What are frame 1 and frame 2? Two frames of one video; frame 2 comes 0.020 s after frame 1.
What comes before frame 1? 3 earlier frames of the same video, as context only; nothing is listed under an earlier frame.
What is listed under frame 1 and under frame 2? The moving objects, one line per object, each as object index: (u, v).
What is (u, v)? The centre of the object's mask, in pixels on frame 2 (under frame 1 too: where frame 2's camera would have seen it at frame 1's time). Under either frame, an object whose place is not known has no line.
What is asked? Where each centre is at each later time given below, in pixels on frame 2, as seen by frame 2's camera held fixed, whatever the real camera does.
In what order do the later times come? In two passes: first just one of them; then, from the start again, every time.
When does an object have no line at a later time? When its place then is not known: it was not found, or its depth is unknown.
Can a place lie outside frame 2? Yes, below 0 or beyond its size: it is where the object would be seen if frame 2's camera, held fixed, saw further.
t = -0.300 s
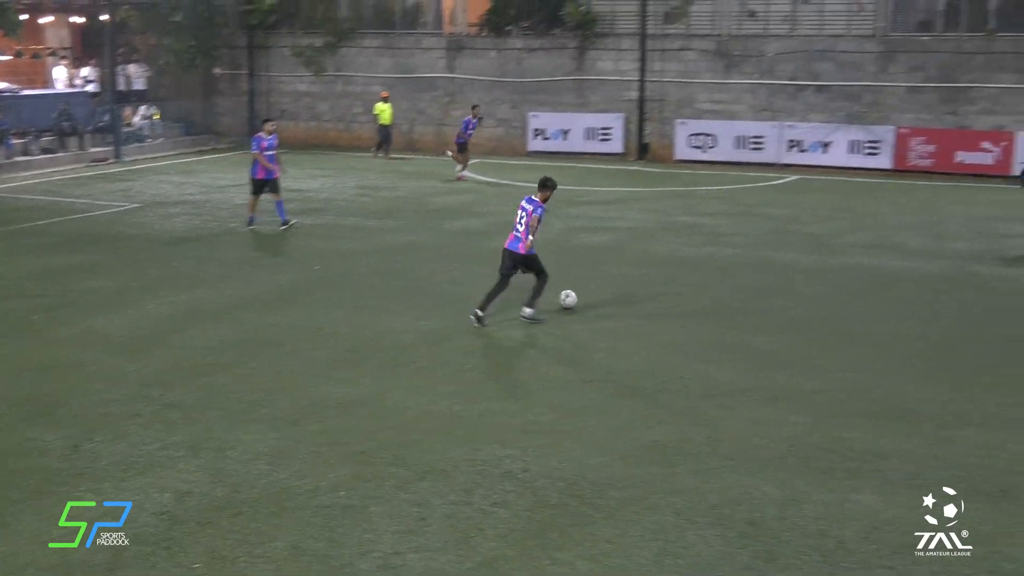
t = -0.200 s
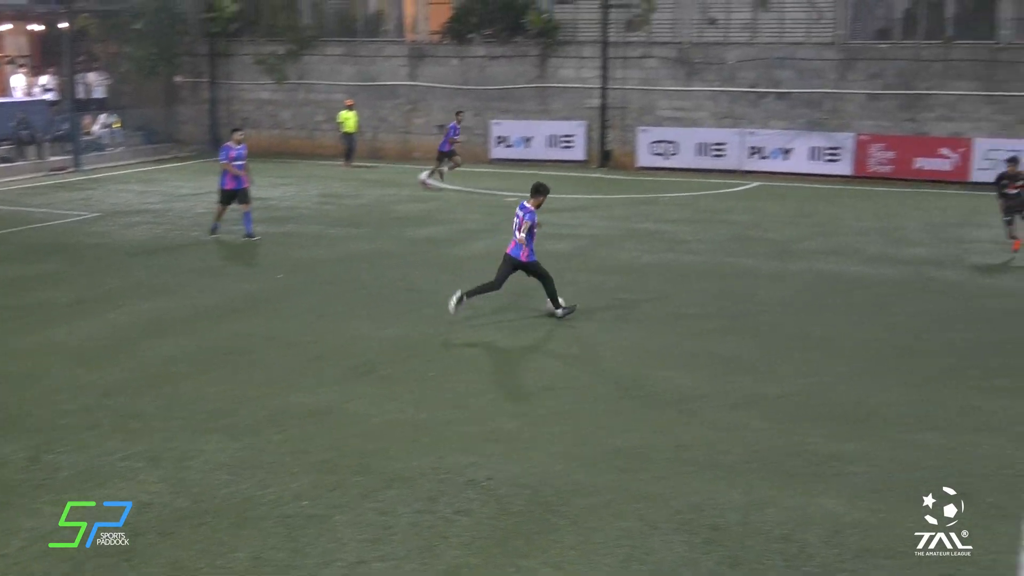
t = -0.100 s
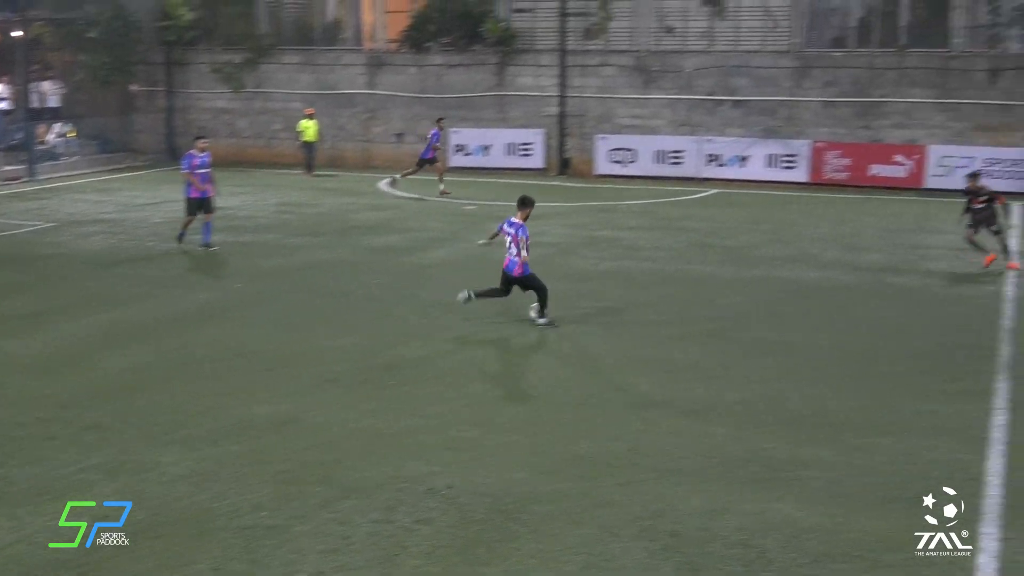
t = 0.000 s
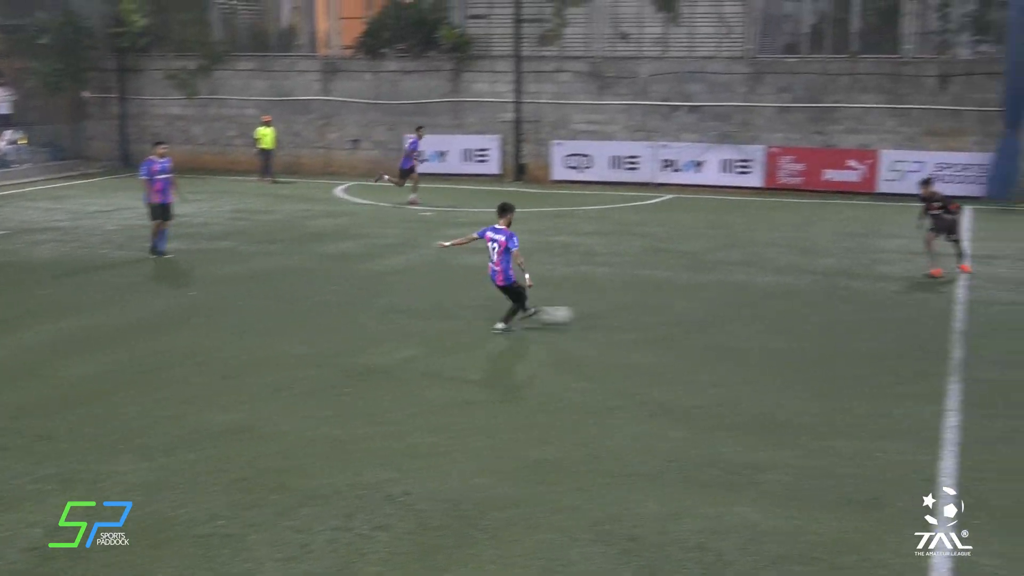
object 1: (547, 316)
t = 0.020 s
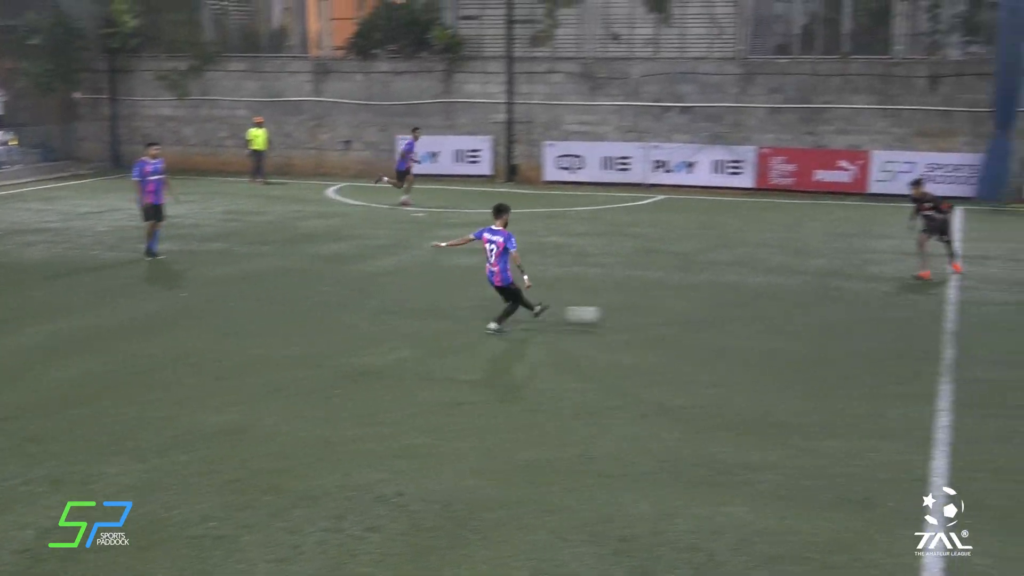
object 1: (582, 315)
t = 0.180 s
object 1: (870, 325)
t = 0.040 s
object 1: (618, 314)
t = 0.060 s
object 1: (654, 315)
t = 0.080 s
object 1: (690, 315)
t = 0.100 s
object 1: (726, 317)
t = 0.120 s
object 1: (762, 318)
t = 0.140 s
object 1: (798, 320)
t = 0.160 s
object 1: (834, 322)
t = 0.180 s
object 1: (870, 325)
